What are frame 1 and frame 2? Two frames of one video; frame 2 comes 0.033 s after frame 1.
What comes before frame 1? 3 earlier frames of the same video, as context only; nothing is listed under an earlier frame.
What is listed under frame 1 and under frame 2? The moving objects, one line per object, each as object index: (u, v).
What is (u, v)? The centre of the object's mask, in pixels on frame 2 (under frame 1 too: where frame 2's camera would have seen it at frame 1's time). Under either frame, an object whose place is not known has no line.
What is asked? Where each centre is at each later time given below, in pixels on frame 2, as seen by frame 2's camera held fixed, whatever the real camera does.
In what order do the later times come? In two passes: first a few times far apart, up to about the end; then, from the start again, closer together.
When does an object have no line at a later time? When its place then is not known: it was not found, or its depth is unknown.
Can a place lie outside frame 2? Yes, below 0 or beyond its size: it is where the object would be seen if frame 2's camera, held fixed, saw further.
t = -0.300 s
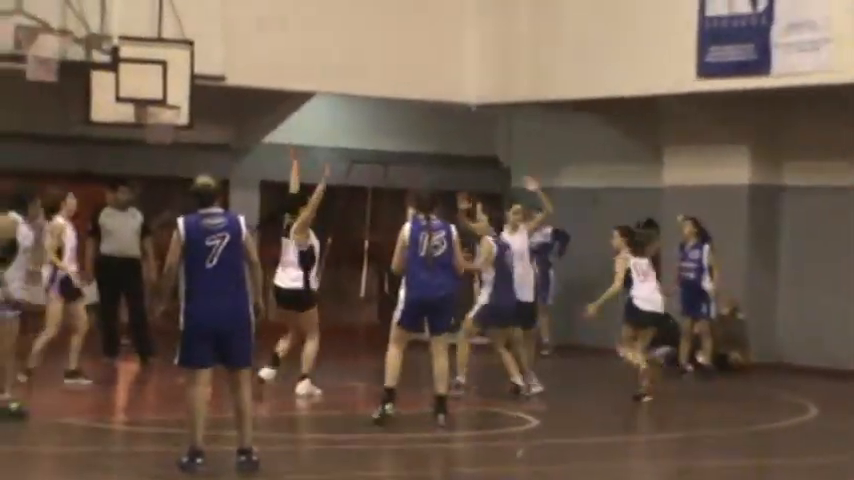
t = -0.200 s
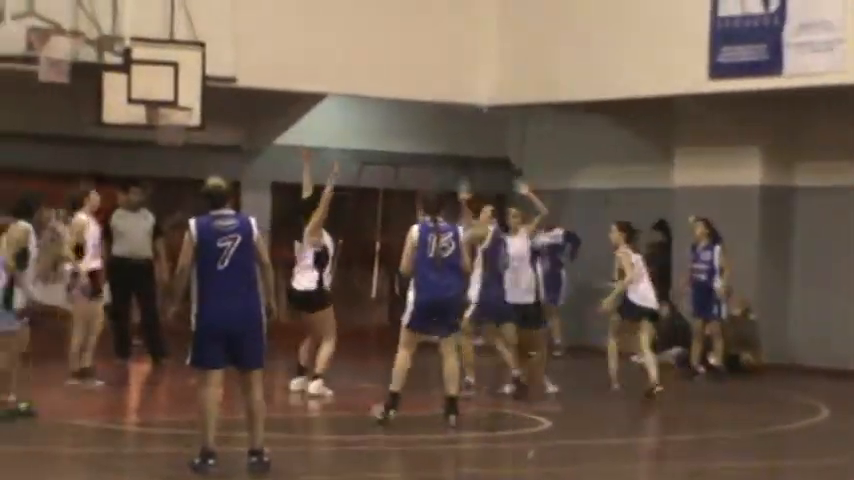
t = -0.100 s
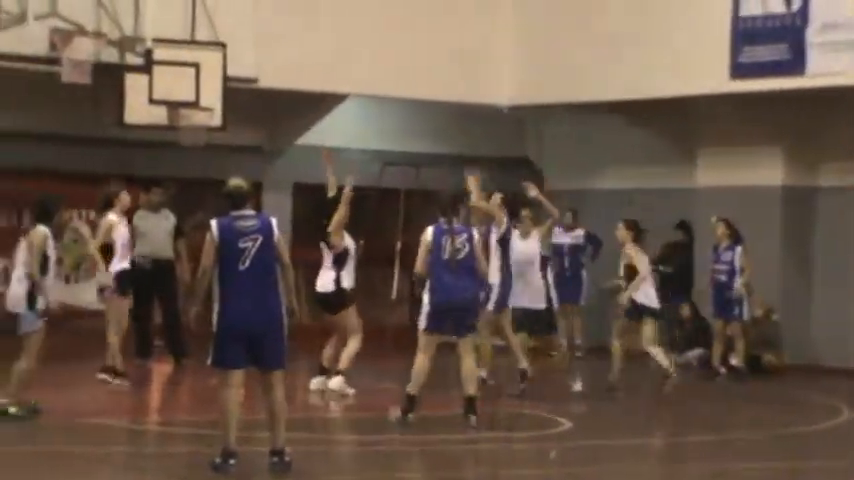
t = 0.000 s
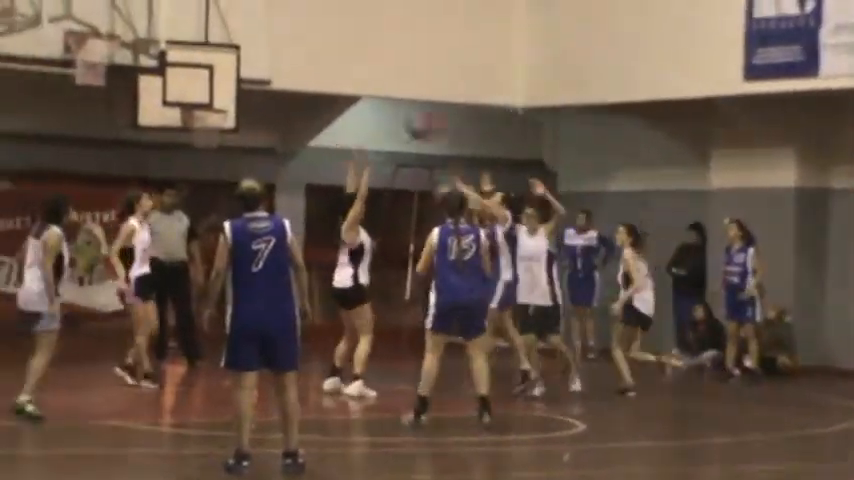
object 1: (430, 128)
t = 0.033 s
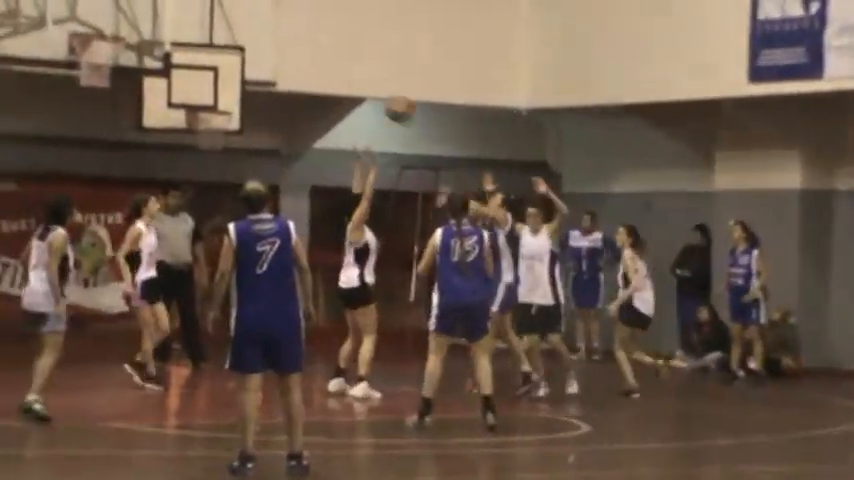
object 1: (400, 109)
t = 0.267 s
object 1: (211, 8)
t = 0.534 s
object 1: (-17, -36)
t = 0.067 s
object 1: (373, 91)
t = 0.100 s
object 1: (346, 74)
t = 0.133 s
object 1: (319, 59)
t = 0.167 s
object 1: (291, 45)
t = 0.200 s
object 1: (265, 31)
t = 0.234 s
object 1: (238, 19)
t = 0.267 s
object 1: (211, 8)
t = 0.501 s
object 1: (9, -34)
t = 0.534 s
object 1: (-17, -36)
